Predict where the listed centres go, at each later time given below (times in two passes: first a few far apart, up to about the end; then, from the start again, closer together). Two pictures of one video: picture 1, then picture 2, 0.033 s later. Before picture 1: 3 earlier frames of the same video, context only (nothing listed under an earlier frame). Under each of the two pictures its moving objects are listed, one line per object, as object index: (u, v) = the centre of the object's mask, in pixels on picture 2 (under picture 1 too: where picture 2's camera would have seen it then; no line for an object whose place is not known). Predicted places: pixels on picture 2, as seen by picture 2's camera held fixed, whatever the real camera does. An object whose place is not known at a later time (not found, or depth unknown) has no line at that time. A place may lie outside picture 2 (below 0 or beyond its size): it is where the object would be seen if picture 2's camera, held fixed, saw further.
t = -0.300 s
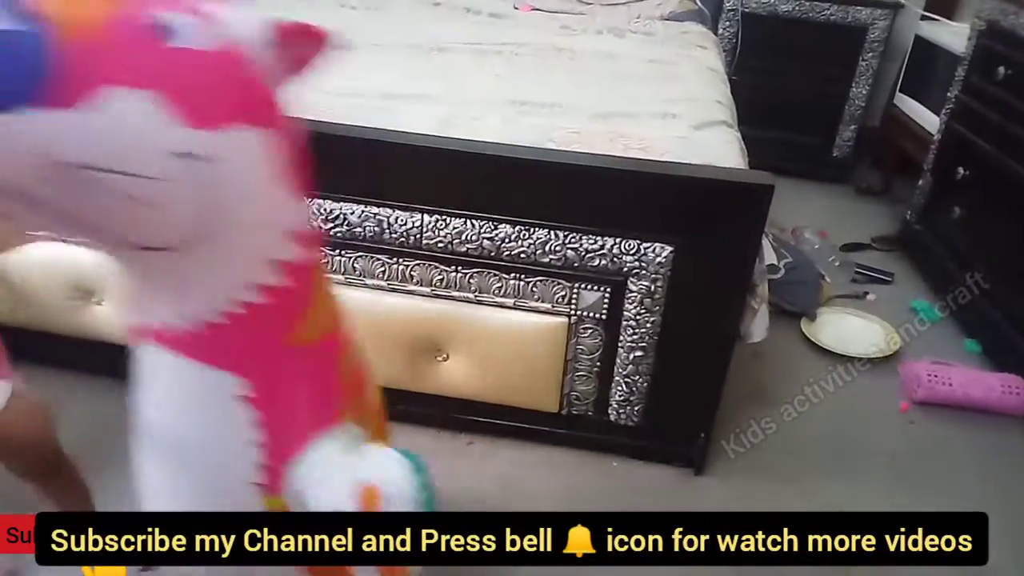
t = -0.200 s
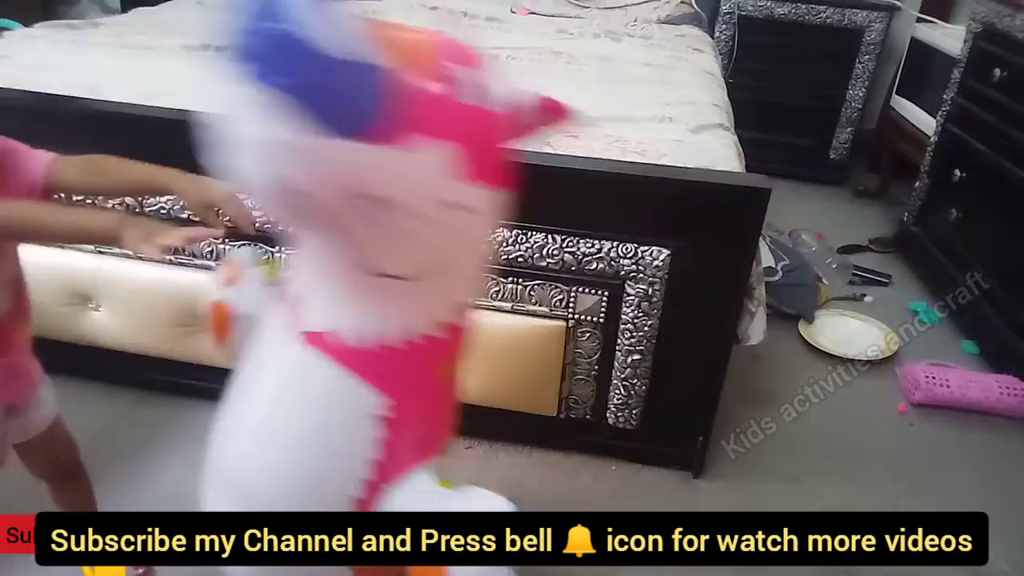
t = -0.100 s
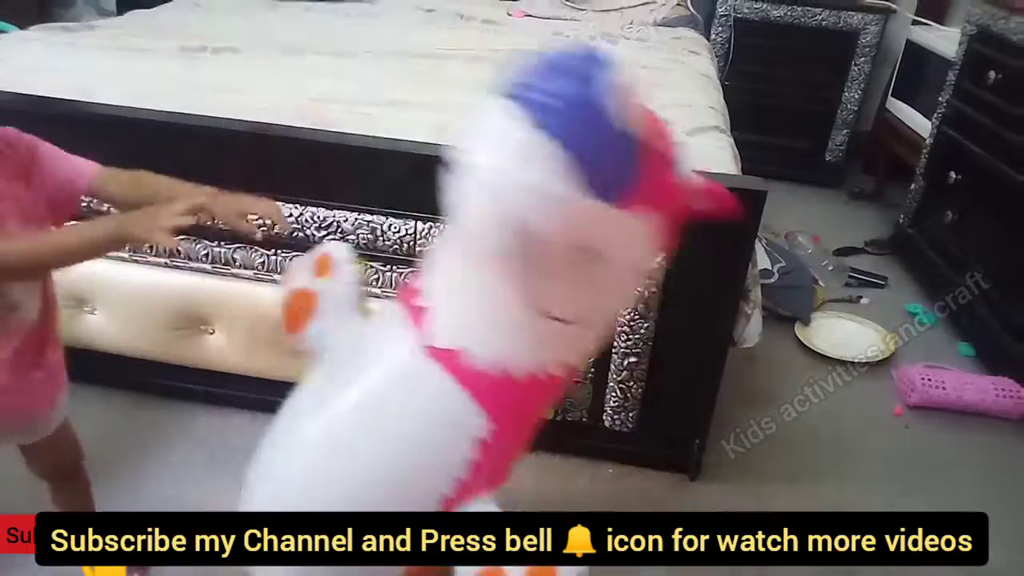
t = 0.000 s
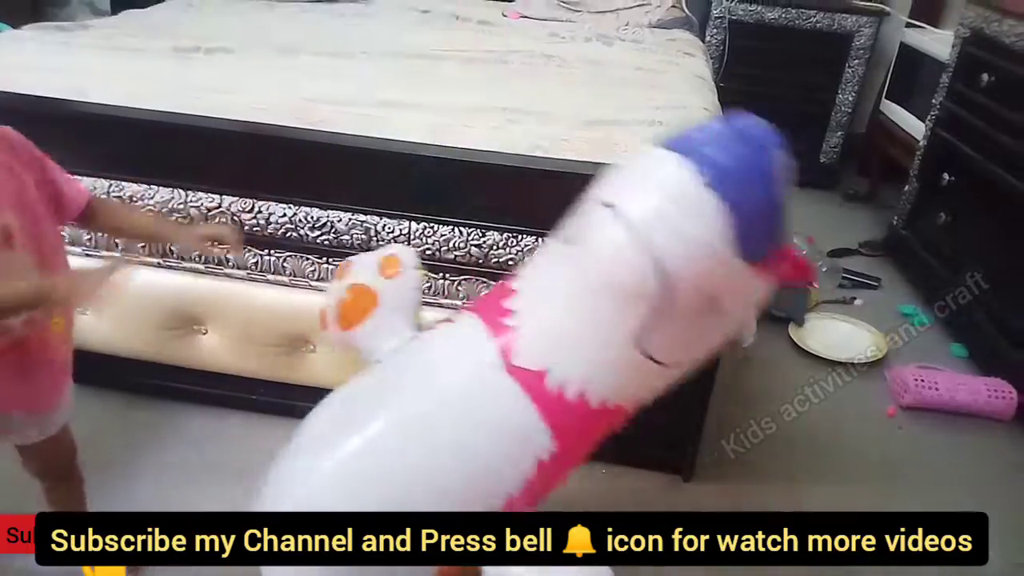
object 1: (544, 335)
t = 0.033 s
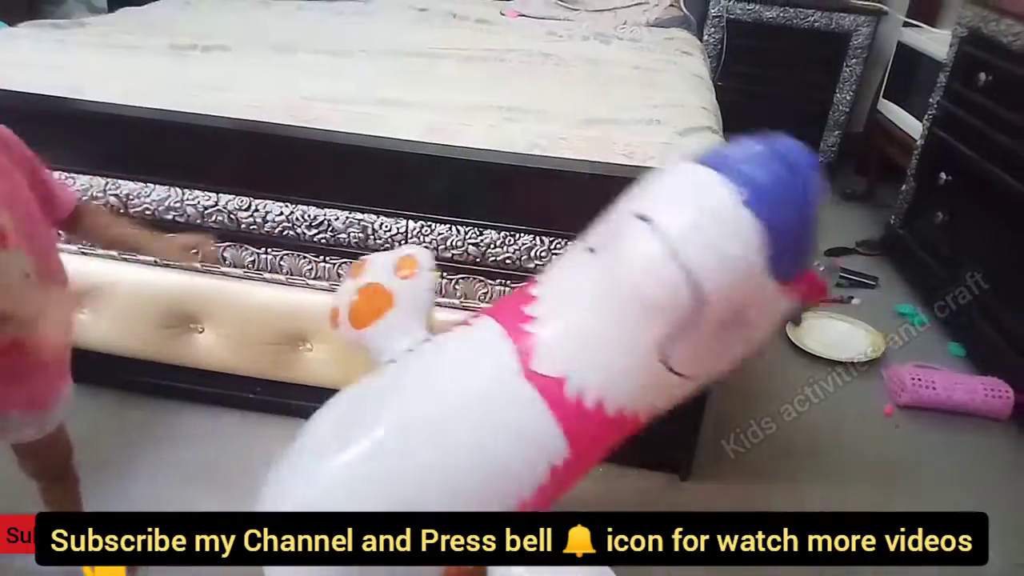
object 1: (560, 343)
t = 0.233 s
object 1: (611, 387)
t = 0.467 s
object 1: (638, 407)
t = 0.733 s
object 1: (614, 395)
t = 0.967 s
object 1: (546, 357)
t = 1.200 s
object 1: (419, 289)
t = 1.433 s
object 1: (238, 265)
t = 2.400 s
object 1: (231, 244)
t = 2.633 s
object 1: (324, 250)
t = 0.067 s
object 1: (572, 352)
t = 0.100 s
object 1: (585, 361)
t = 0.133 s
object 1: (594, 369)
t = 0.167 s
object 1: (601, 376)
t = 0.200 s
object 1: (606, 381)
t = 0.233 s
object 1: (611, 387)
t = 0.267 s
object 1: (619, 392)
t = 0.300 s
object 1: (626, 396)
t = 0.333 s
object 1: (629, 400)
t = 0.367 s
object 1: (632, 402)
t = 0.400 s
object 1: (636, 404)
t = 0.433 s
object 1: (637, 406)
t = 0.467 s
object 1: (638, 407)
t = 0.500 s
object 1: (637, 408)
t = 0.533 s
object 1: (636, 408)
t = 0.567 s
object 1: (634, 407)
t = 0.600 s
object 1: (632, 406)
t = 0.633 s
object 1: (629, 403)
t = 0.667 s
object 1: (625, 401)
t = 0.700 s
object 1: (619, 398)
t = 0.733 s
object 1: (614, 395)
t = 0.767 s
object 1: (605, 390)
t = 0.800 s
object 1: (597, 386)
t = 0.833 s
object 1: (590, 382)
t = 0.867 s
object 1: (580, 376)
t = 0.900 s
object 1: (570, 370)
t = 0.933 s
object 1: (559, 364)
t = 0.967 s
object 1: (546, 357)
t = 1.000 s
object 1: (531, 350)
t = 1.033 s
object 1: (515, 342)
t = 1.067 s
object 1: (502, 331)
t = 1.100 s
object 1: (485, 322)
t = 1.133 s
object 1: (465, 311)
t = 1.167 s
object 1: (443, 300)
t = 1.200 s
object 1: (419, 289)
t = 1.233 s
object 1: (393, 280)
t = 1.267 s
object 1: (368, 276)
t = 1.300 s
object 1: (342, 271)
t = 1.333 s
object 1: (315, 267)
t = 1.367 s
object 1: (289, 266)
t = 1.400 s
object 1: (262, 265)
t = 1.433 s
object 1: (238, 265)
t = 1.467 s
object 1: (213, 265)
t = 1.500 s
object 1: (196, 271)
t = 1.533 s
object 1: (181, 275)
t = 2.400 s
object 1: (231, 244)
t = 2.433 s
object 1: (251, 245)
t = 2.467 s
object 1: (268, 246)
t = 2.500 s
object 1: (284, 247)
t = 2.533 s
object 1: (297, 248)
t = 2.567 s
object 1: (308, 249)
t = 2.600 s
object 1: (318, 251)
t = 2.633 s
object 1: (324, 250)
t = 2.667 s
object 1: (328, 249)
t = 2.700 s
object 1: (329, 249)
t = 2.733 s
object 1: (330, 251)
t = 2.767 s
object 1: (329, 253)
